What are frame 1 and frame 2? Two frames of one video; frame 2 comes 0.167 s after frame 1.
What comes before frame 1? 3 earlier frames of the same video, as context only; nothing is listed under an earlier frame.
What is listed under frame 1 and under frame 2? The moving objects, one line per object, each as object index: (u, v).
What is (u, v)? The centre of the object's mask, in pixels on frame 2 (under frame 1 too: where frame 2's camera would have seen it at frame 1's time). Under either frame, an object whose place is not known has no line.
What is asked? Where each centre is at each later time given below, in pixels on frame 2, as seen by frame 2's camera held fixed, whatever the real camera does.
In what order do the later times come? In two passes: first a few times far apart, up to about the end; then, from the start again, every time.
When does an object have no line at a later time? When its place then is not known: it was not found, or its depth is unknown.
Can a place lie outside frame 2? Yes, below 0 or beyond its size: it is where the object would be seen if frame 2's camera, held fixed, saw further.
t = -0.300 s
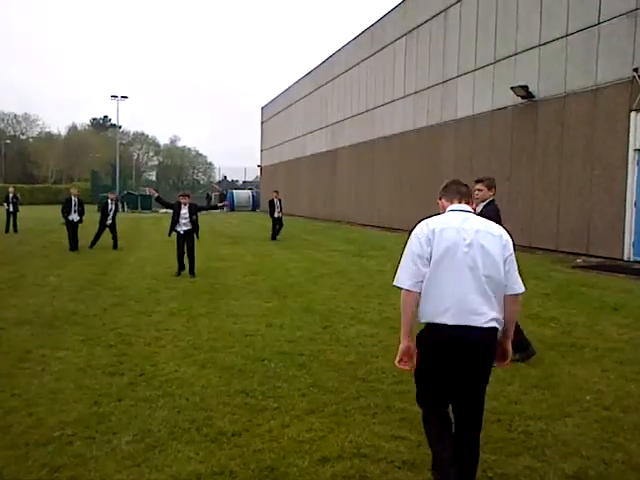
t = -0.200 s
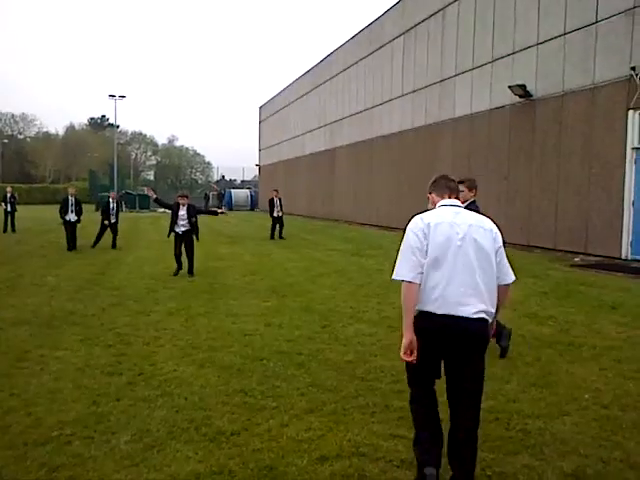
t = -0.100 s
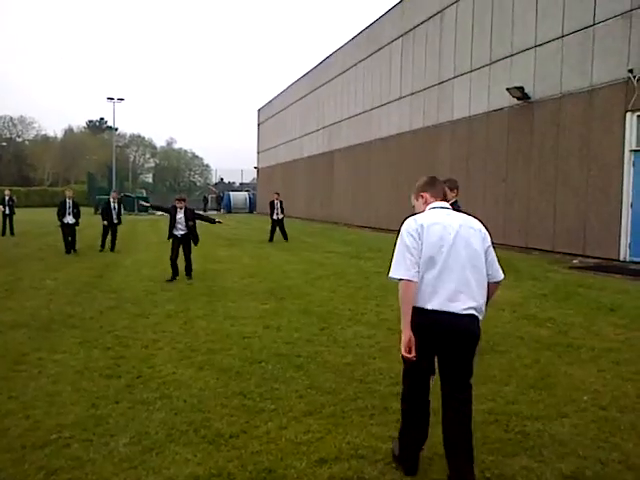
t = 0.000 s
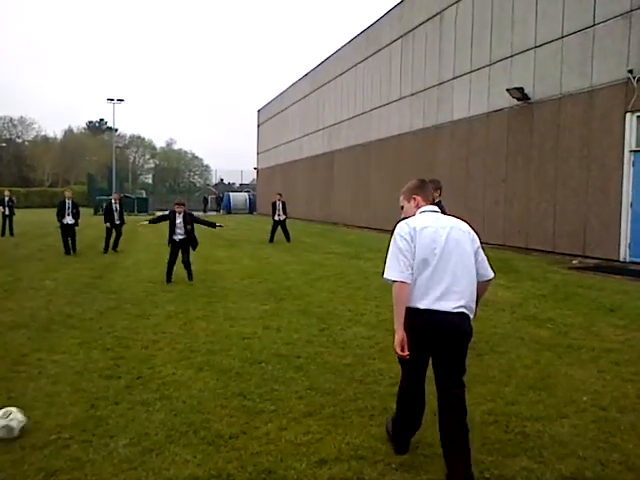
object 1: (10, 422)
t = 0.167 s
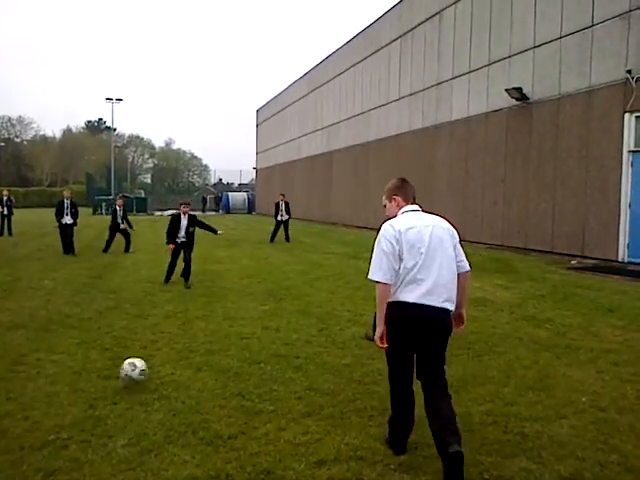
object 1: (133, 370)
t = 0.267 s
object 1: (189, 360)
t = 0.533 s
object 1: (261, 330)
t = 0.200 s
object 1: (153, 365)
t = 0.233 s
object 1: (172, 361)
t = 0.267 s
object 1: (189, 360)
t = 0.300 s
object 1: (202, 354)
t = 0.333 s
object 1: (211, 346)
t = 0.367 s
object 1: (220, 340)
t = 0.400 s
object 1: (229, 335)
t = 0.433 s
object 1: (237, 332)
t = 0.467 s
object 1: (246, 330)
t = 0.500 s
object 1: (253, 329)
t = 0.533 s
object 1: (261, 330)
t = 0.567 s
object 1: (269, 329)
